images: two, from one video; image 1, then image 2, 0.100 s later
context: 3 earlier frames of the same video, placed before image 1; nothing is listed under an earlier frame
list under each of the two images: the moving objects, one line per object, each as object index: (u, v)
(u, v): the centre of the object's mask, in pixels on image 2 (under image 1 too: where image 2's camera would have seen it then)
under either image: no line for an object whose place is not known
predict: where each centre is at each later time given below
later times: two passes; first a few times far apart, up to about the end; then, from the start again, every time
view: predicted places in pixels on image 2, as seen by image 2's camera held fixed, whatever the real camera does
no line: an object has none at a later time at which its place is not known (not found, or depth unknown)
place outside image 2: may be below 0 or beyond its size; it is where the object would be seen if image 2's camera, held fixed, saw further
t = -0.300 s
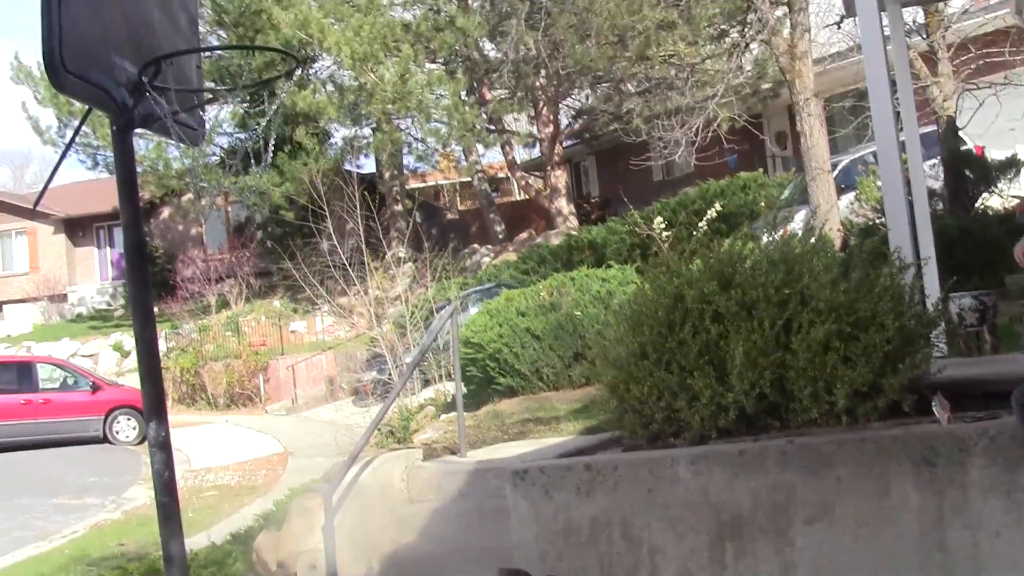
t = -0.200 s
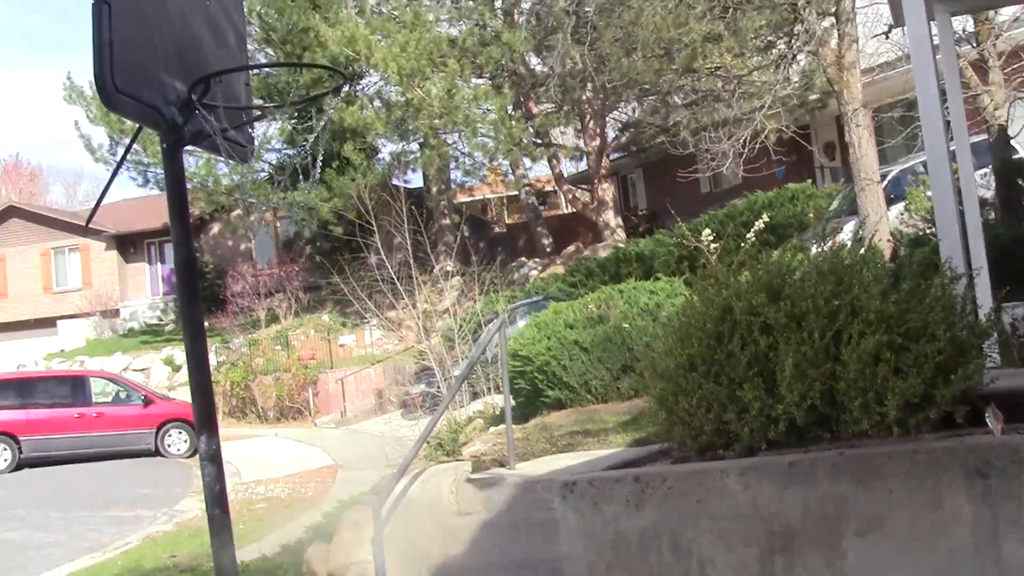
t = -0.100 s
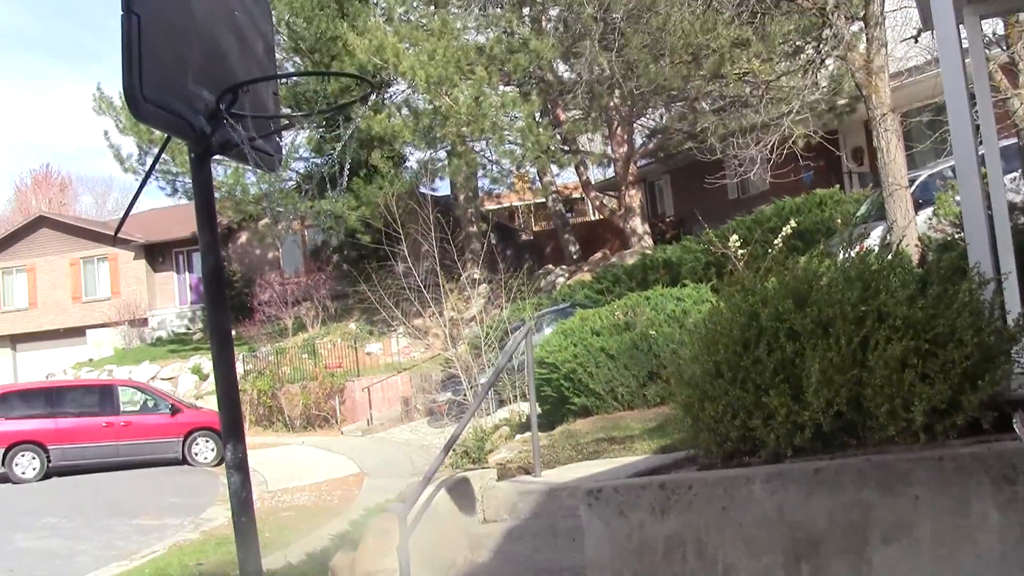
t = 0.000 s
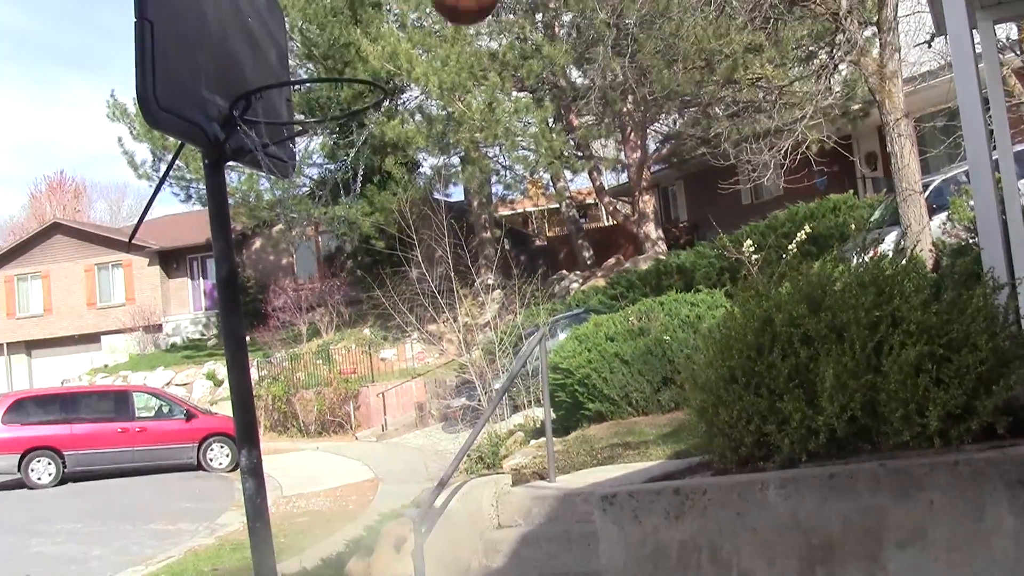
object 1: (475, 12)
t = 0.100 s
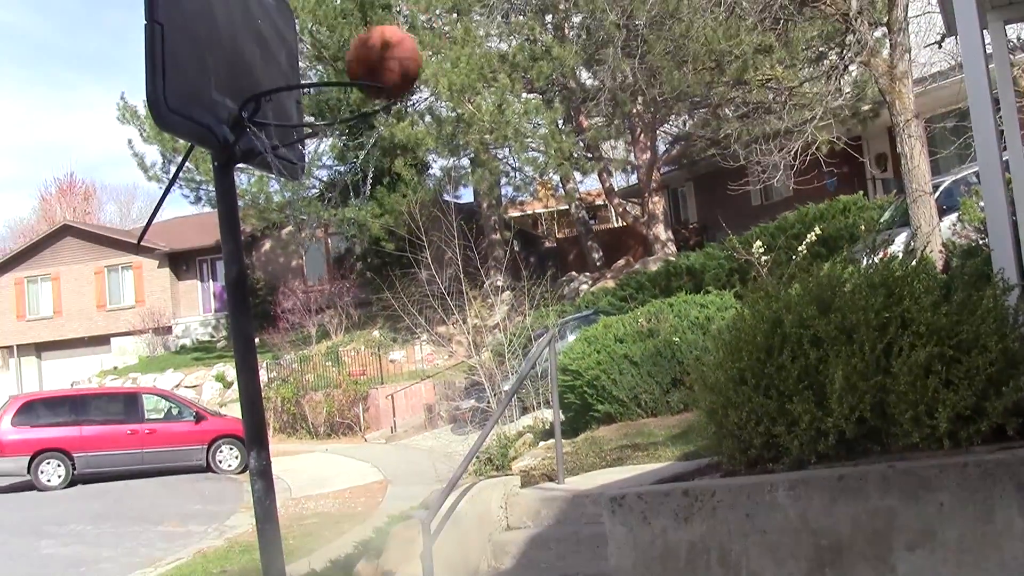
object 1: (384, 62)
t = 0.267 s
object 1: (299, 62)
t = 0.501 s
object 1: (306, 58)
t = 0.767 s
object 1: (359, 163)
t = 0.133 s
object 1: (367, 52)
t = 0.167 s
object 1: (350, 49)
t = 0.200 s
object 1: (333, 51)
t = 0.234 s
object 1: (316, 56)
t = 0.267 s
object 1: (299, 62)
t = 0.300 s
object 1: (283, 73)
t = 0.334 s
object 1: (270, 81)
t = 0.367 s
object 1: (276, 70)
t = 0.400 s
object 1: (283, 63)
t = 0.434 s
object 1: (291, 58)
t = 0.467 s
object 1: (298, 56)
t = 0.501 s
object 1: (306, 58)
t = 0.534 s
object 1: (314, 63)
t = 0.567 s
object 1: (323, 71)
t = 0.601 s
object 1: (332, 84)
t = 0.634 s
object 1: (341, 100)
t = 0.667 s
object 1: (348, 118)
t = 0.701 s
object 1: (356, 136)
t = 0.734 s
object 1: (357, 150)
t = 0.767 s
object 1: (359, 163)
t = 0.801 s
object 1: (361, 179)
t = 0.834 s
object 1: (362, 195)
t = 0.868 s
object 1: (361, 213)
